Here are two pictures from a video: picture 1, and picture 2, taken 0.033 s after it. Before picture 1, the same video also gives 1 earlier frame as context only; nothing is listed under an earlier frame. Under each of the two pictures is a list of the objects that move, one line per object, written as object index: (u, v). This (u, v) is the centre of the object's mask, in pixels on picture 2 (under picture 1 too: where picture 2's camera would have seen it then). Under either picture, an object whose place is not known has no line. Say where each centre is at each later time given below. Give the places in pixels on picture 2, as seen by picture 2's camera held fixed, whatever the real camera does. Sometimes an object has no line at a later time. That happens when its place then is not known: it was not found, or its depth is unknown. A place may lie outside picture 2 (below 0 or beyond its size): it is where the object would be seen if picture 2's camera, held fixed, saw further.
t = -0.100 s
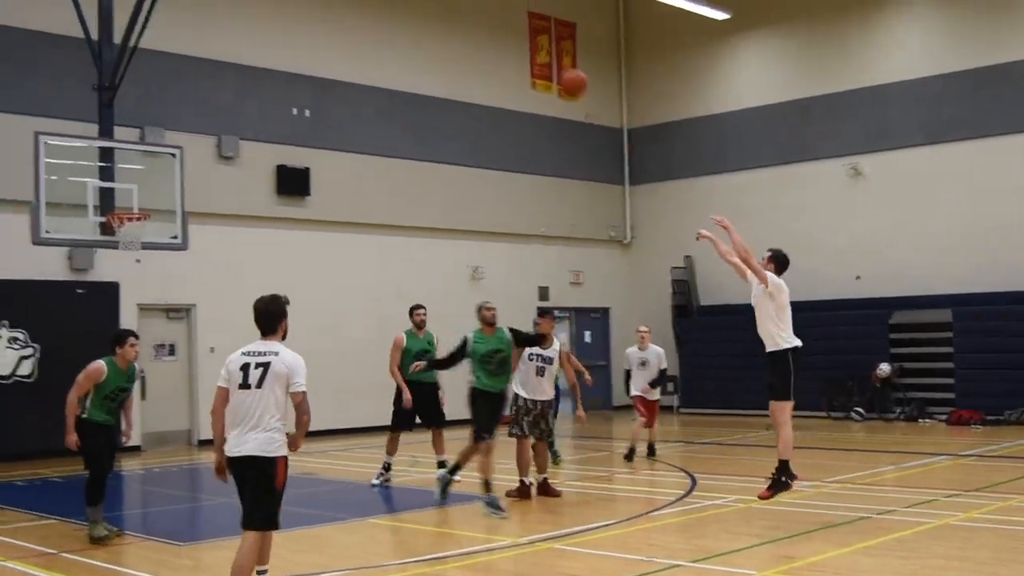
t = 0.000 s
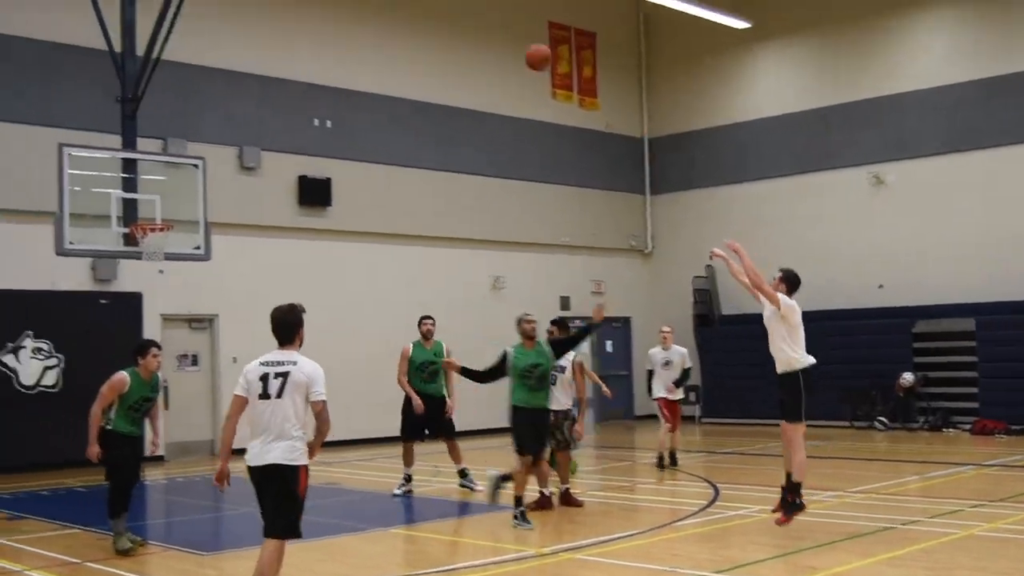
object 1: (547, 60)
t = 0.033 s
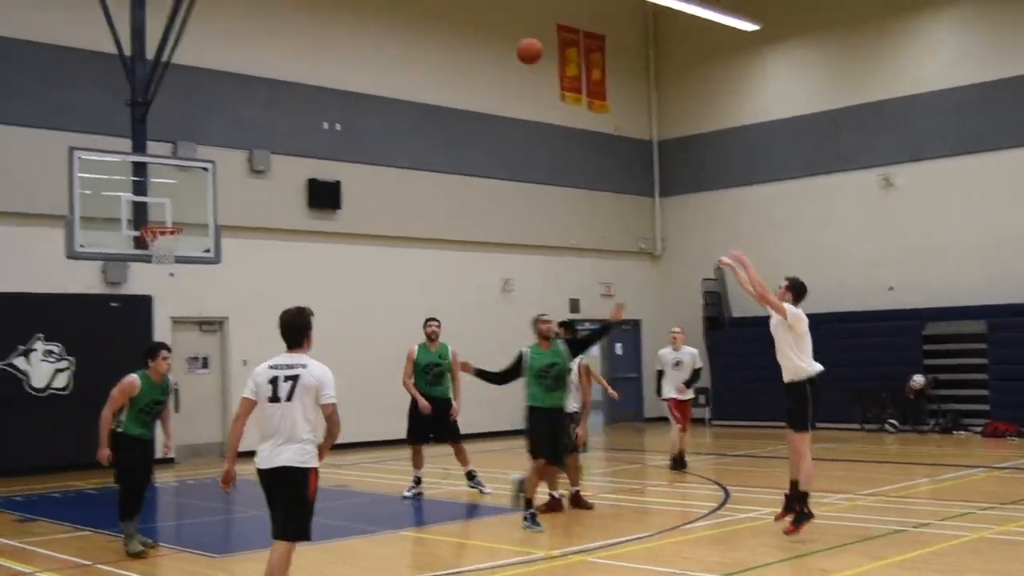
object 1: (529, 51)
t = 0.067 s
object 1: (512, 44)
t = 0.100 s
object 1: (494, 37)
